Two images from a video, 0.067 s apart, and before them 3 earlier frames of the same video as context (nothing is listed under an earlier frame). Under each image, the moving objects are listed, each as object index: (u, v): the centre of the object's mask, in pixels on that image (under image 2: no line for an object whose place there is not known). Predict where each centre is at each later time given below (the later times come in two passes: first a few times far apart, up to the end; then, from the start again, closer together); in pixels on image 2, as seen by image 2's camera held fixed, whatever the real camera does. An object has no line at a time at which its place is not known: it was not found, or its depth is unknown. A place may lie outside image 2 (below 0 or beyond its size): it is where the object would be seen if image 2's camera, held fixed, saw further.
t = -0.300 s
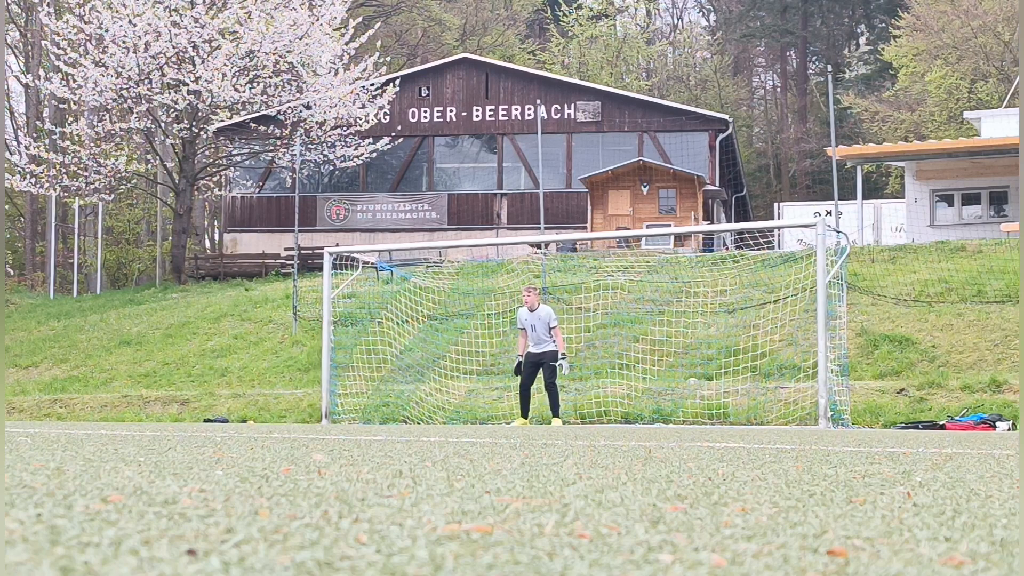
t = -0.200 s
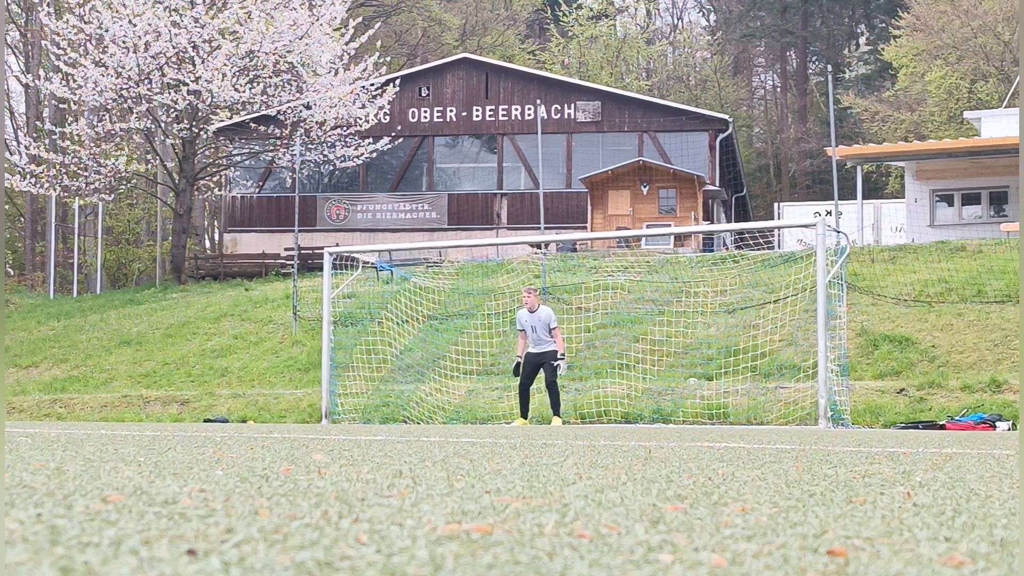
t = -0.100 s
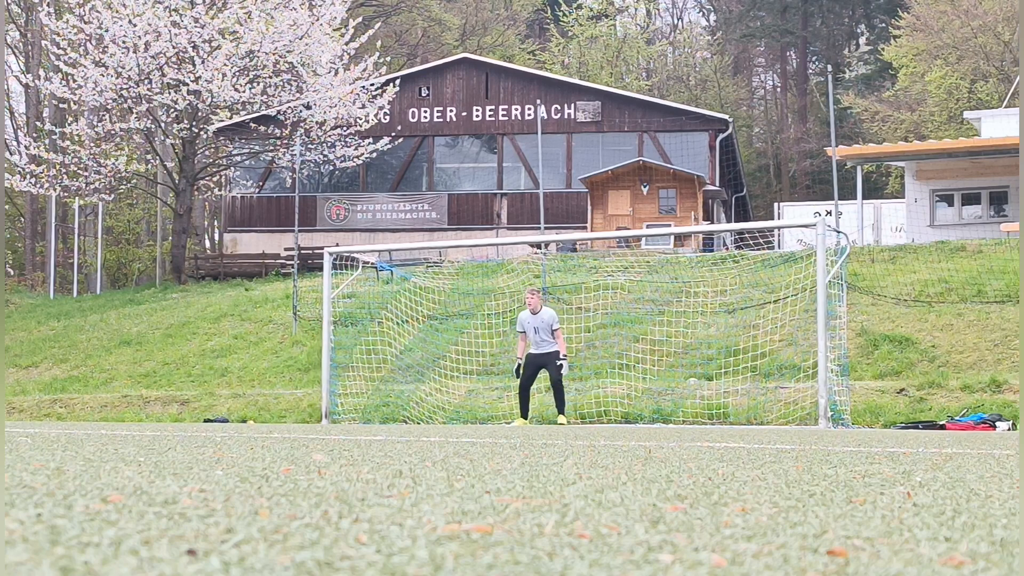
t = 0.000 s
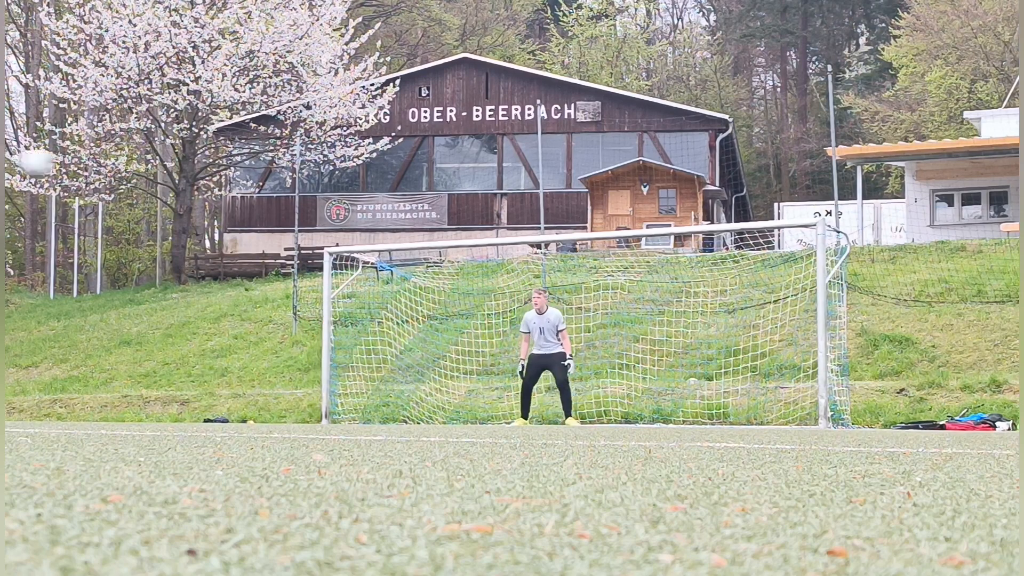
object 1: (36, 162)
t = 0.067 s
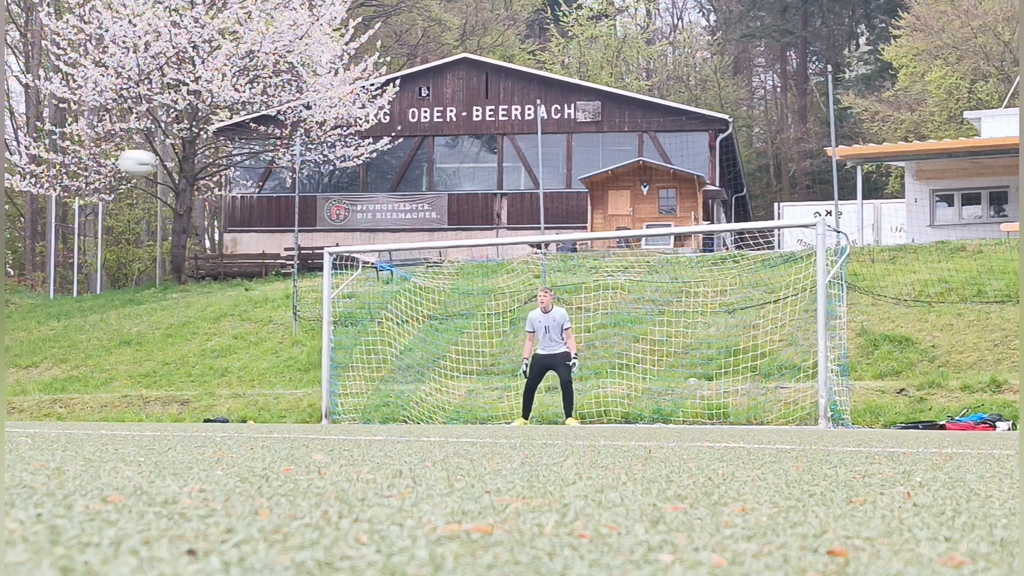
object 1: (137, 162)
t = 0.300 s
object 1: (429, 193)
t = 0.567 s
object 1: (679, 278)
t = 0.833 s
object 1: (876, 404)
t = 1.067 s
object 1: (979, 362)
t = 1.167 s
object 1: (1013, 347)
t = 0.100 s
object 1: (185, 164)
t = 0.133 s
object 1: (231, 166)
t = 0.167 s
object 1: (273, 167)
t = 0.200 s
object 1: (315, 174)
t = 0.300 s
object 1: (429, 193)
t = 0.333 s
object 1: (464, 202)
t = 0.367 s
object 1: (498, 211)
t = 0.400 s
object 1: (531, 221)
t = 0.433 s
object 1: (563, 229)
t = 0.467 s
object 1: (593, 241)
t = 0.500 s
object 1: (623, 253)
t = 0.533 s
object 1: (652, 265)
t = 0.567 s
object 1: (679, 278)
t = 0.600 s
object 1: (707, 292)
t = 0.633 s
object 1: (733, 306)
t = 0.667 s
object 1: (758, 321)
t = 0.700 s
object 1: (783, 337)
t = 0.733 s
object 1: (807, 353)
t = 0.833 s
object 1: (876, 404)
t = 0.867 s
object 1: (897, 420)
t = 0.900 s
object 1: (912, 410)
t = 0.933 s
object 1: (926, 398)
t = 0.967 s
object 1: (940, 387)
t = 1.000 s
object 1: (953, 378)
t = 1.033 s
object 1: (966, 369)
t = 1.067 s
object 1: (979, 362)
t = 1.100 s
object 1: (991, 357)
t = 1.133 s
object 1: (1004, 351)
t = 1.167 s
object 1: (1013, 347)
